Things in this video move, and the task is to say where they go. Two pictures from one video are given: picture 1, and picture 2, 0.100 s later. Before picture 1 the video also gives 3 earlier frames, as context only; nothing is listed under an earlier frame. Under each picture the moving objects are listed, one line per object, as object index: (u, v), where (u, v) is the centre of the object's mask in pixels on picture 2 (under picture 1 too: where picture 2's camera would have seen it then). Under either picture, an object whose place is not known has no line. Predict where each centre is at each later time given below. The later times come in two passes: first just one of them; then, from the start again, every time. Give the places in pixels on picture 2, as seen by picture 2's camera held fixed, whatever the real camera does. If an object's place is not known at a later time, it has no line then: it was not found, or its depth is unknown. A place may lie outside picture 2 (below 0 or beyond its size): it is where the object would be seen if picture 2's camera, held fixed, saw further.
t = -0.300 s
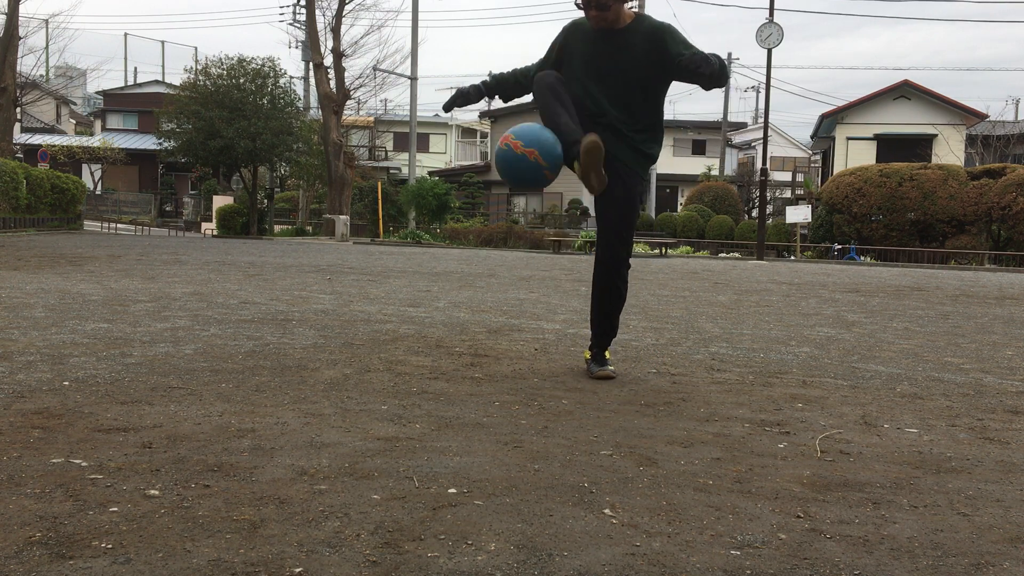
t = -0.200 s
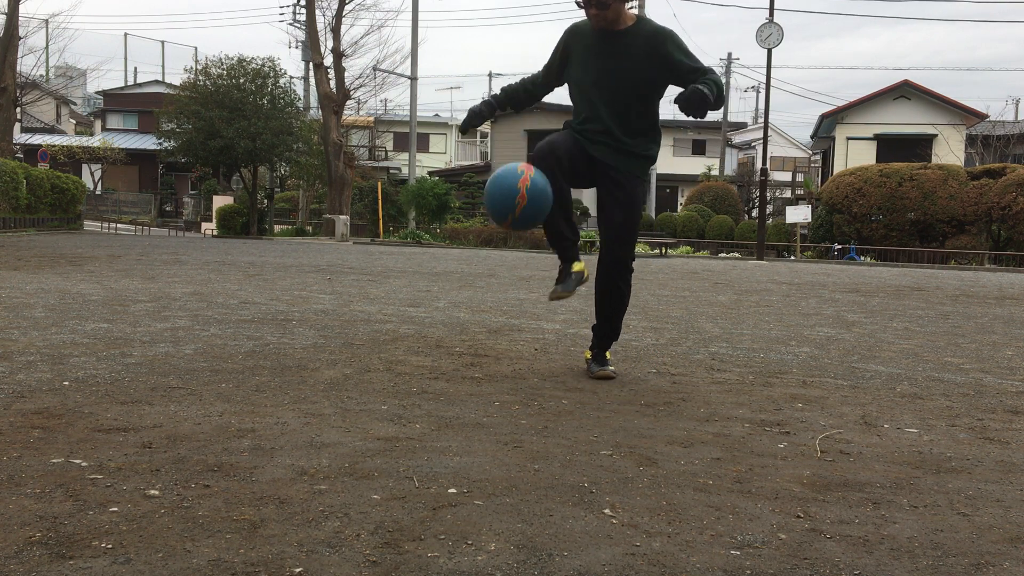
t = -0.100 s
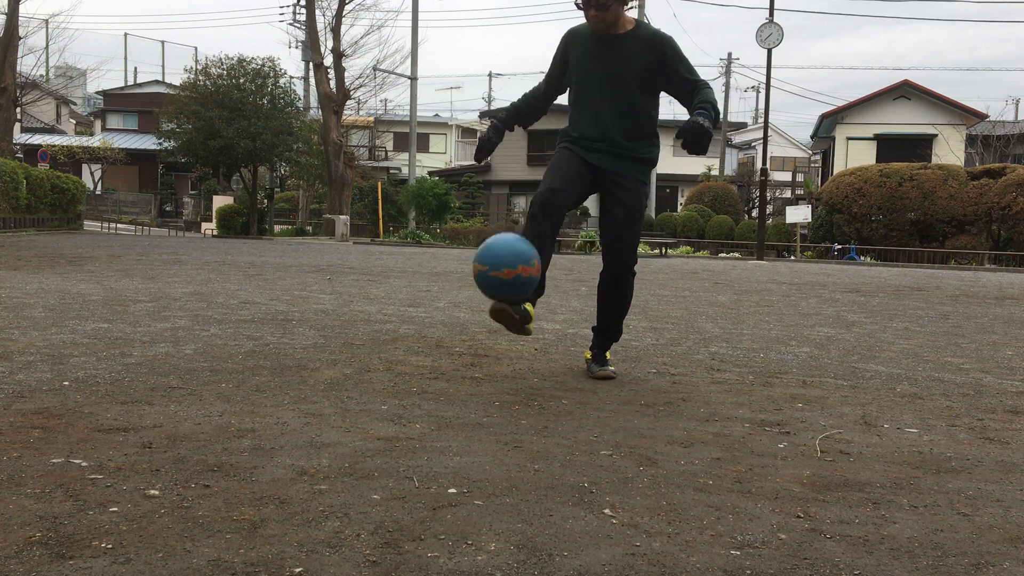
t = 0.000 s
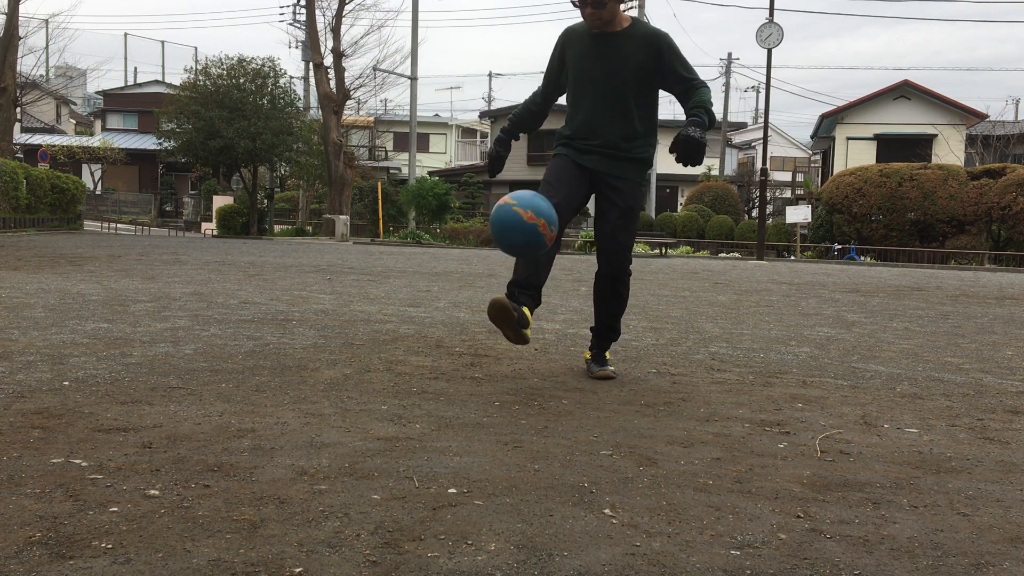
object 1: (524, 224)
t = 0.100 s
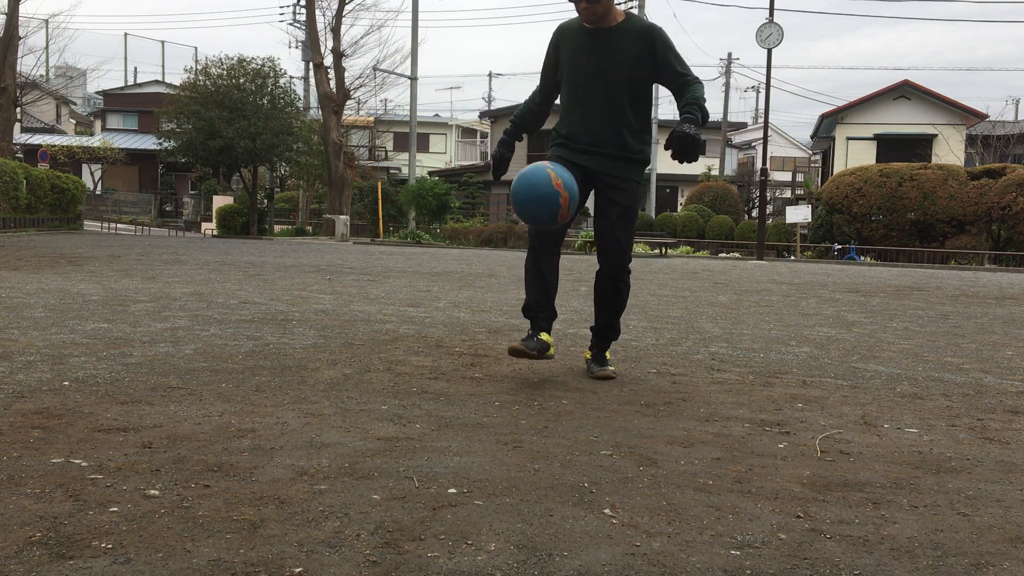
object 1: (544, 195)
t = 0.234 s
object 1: (570, 202)
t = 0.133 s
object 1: (551, 192)
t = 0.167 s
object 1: (558, 193)
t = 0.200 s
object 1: (564, 196)
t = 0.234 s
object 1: (570, 202)
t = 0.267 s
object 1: (576, 212)
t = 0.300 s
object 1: (582, 226)
